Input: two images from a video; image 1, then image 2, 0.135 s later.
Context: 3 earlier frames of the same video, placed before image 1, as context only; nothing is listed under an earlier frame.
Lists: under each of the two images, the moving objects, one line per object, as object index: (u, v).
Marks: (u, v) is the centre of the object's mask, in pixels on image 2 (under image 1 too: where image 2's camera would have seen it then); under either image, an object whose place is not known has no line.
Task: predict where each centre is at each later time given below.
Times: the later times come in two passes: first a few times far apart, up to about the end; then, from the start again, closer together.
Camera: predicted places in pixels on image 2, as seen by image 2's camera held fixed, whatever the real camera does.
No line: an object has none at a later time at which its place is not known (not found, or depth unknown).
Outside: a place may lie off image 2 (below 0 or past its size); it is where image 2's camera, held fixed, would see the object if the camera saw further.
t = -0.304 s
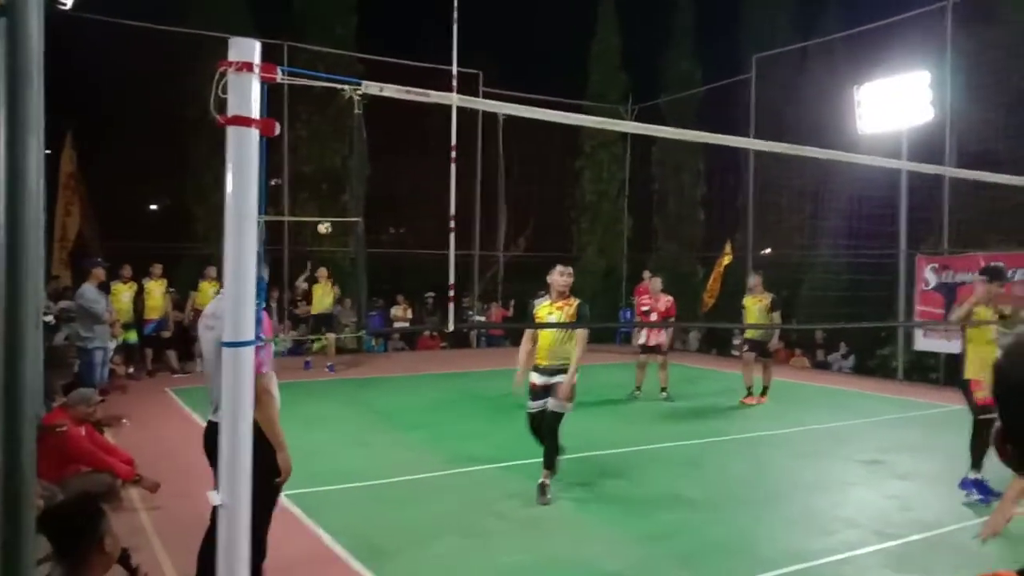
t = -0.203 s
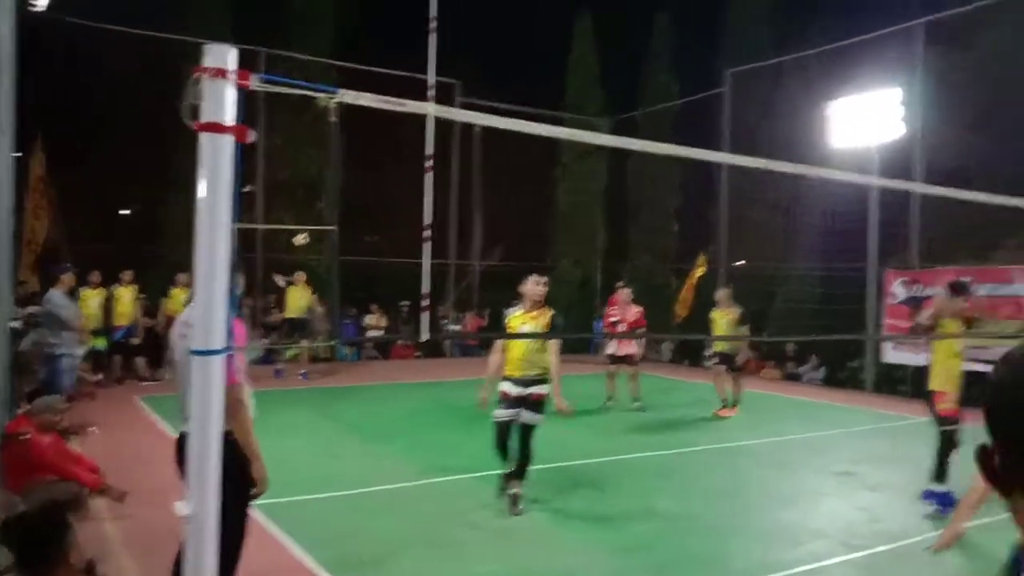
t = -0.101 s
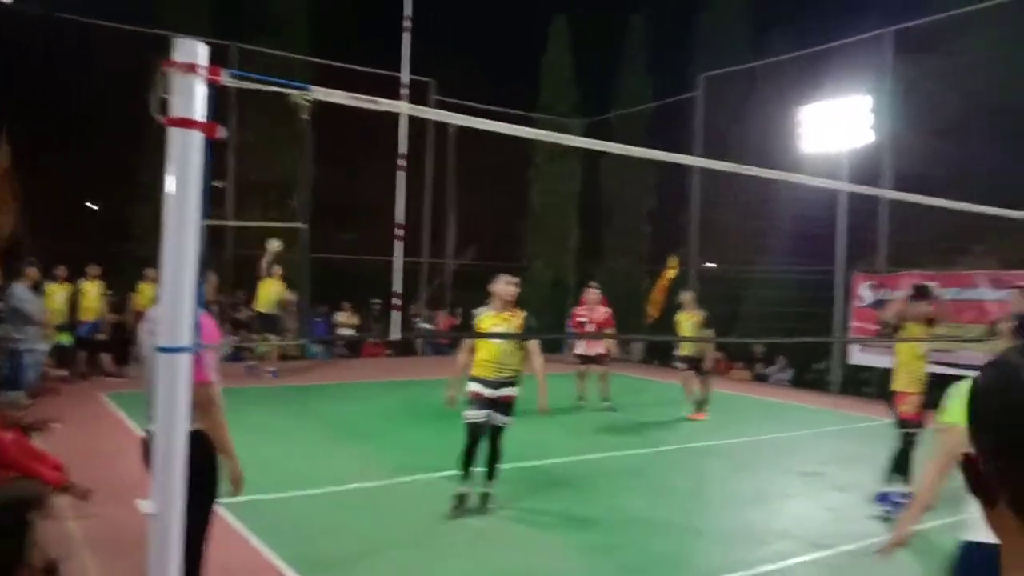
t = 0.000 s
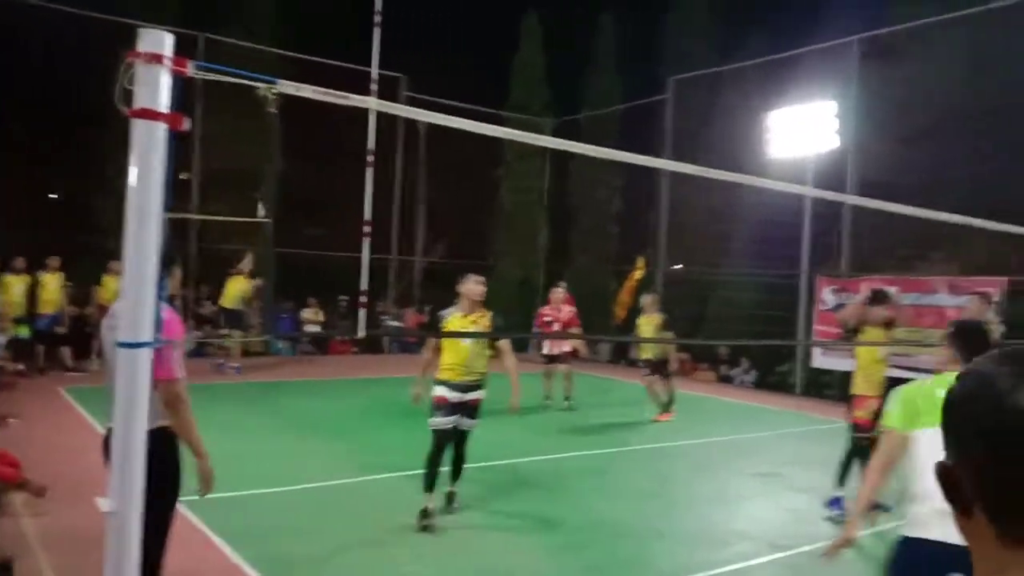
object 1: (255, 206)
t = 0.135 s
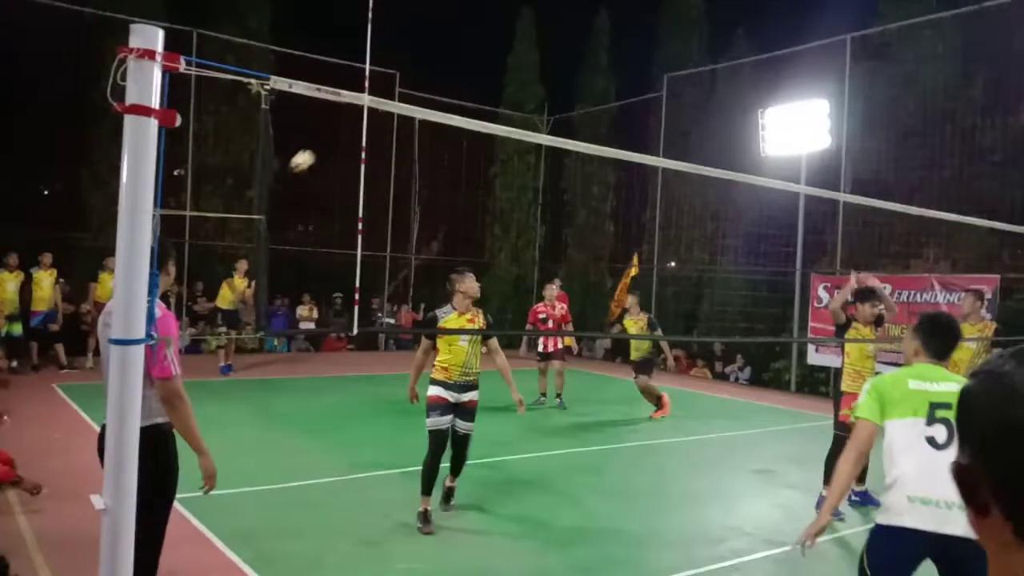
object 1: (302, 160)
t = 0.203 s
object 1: (328, 140)
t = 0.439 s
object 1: (453, 90)
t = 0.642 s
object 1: (649, 80)
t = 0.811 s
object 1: (921, 135)
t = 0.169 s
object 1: (314, 150)
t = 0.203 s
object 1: (328, 140)
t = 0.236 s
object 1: (341, 132)
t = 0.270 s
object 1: (355, 123)
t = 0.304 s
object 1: (369, 117)
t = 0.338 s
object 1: (389, 110)
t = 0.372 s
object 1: (412, 97)
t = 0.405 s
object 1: (430, 95)
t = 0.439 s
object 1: (453, 90)
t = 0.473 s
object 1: (478, 85)
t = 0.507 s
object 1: (507, 81)
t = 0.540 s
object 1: (537, 79)
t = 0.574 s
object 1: (572, 78)
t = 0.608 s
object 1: (608, 78)
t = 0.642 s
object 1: (649, 80)
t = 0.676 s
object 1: (695, 85)
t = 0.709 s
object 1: (743, 90)
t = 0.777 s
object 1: (881, 122)
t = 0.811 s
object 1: (921, 135)
